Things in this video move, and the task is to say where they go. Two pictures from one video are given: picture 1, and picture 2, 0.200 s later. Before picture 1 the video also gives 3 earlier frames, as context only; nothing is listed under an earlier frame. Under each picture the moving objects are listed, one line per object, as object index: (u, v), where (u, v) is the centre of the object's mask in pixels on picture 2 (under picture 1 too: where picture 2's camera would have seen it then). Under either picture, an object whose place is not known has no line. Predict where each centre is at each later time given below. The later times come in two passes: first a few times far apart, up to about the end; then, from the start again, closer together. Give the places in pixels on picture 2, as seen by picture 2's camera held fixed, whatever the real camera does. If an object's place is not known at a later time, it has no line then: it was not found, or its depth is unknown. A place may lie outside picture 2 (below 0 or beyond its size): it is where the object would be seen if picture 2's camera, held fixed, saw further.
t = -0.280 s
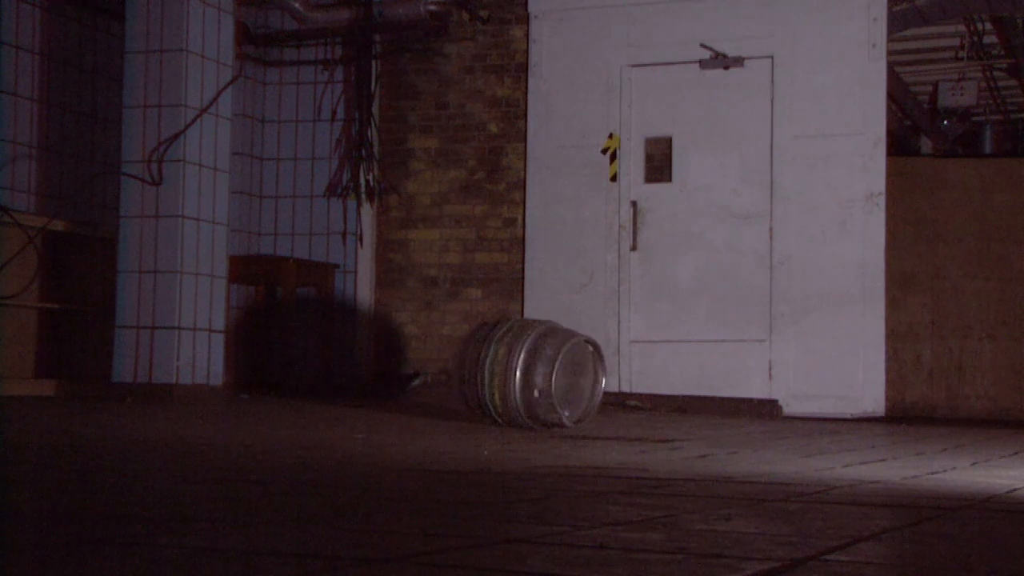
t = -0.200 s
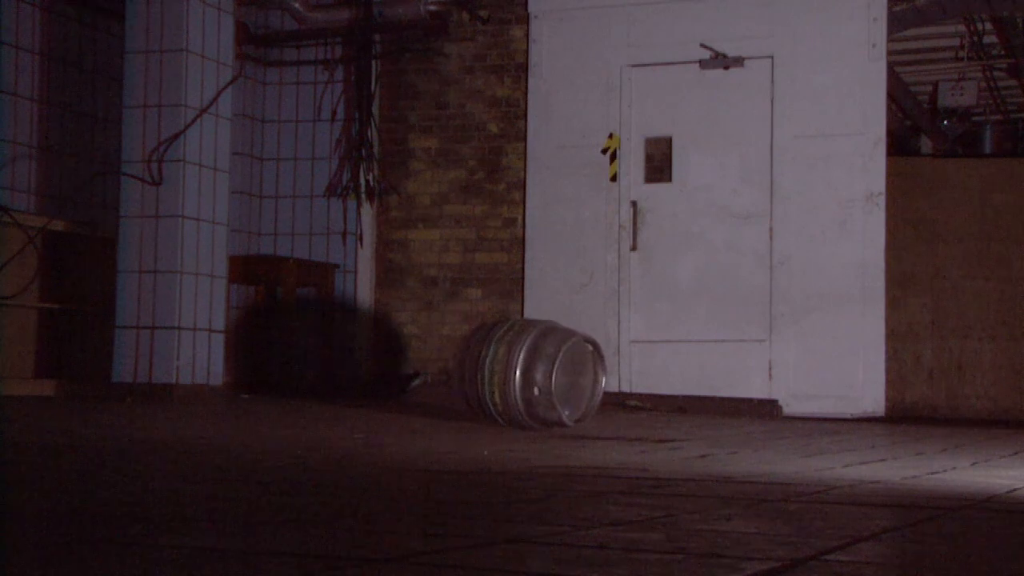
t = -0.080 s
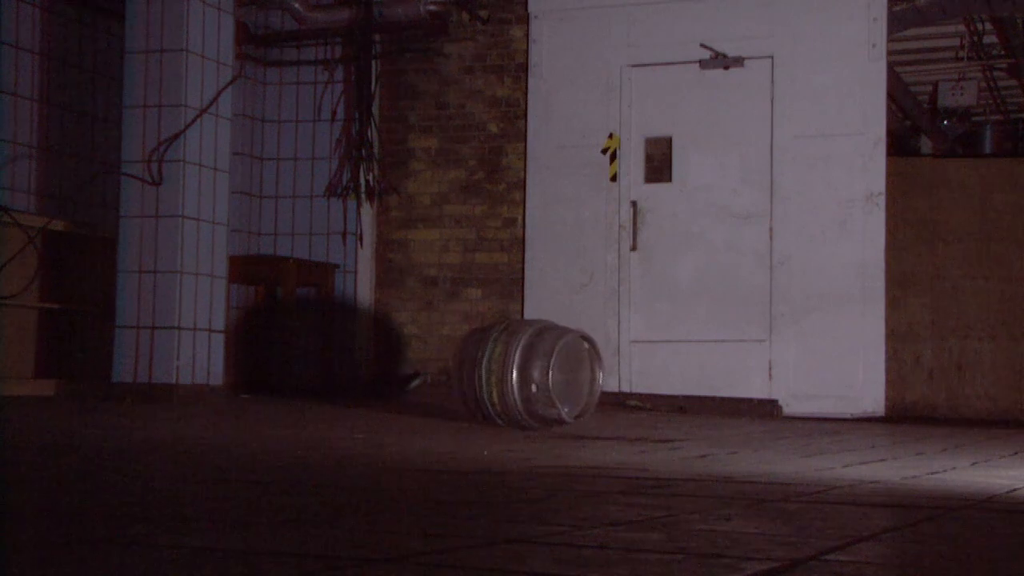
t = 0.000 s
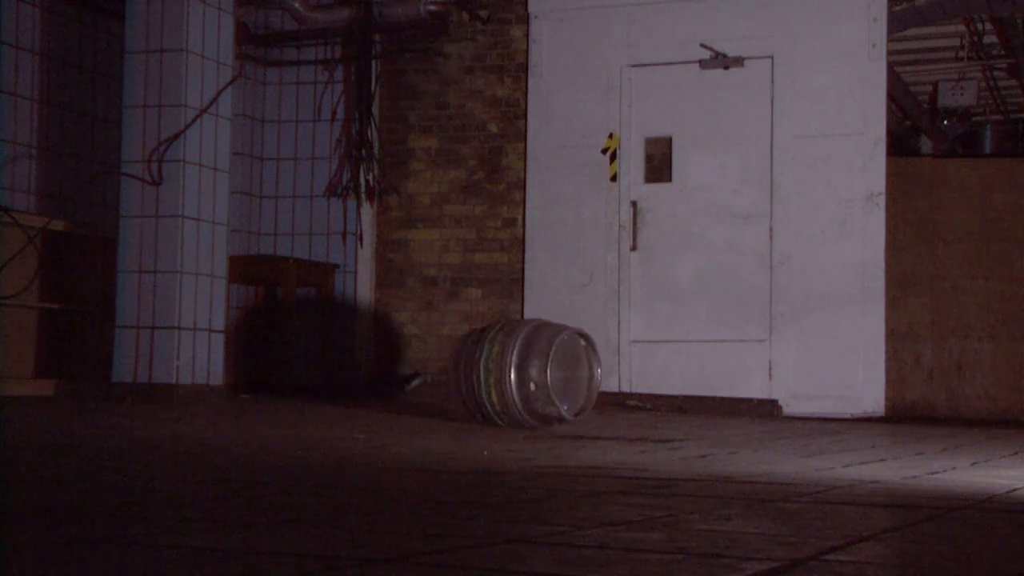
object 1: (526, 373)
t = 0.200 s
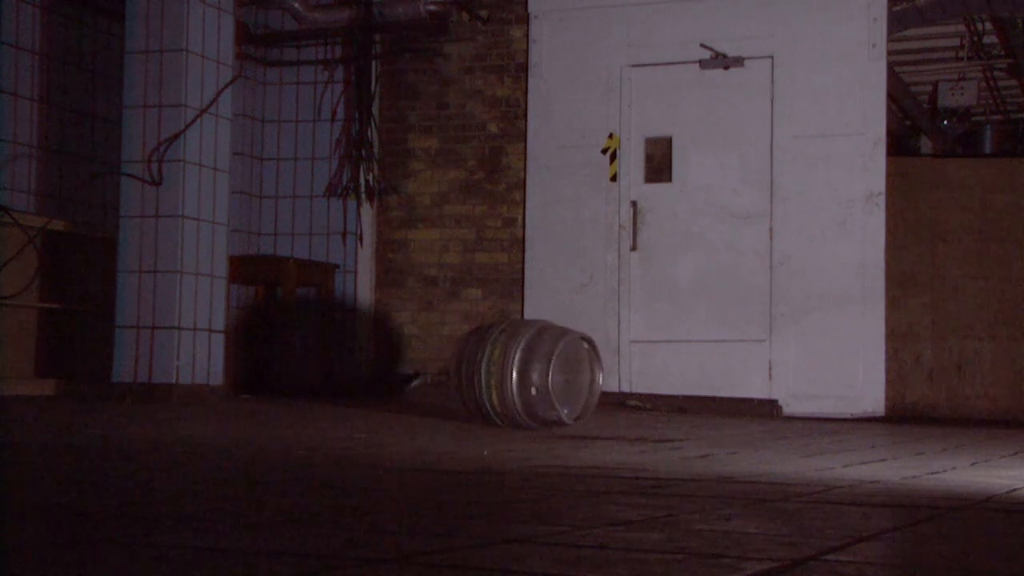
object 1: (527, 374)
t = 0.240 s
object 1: (529, 374)
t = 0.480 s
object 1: (526, 374)
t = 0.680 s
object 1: (519, 373)
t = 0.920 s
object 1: (516, 374)
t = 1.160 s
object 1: (512, 373)
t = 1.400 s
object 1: (511, 373)
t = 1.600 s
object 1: (511, 373)
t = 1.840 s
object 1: (511, 373)
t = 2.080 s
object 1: (515, 373)
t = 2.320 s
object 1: (519, 373)
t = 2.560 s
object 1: (525, 374)
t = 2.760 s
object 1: (527, 374)
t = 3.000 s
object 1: (530, 374)
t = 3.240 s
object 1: (530, 373)
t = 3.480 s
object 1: (533, 373)
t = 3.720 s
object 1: (536, 373)
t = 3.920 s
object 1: (540, 373)
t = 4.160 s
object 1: (542, 373)
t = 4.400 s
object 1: (550, 373)
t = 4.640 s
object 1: (557, 373)
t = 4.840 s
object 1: (566, 373)
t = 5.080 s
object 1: (573, 374)
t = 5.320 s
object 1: (588, 374)
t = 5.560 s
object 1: (601, 375)
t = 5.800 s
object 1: (615, 375)
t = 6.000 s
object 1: (623, 375)
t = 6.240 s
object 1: (635, 375)
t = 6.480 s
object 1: (640, 375)
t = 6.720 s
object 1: (637, 375)
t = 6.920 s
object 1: (638, 375)
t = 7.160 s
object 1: (633, 375)
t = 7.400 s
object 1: (622, 376)
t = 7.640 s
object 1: (611, 374)
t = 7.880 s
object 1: (601, 375)
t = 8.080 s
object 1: (589, 374)
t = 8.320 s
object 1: (585, 374)
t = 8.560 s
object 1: (571, 374)
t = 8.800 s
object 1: (569, 374)
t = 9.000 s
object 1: (566, 374)
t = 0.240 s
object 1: (529, 374)
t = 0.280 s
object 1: (530, 374)
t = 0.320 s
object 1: (529, 374)
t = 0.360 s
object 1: (529, 374)
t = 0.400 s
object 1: (529, 374)
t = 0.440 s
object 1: (527, 374)
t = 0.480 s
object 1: (526, 374)
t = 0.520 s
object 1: (525, 374)
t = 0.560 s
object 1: (524, 374)
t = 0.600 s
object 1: (522, 374)
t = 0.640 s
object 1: (520, 374)
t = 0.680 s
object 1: (519, 373)
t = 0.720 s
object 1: (518, 373)
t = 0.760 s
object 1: (517, 373)
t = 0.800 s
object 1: (517, 373)
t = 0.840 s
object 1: (517, 373)
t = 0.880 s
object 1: (517, 374)
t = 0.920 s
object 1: (516, 374)
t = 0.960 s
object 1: (516, 373)
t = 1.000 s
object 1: (515, 373)
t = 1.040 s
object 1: (515, 373)
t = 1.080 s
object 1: (515, 374)
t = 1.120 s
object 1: (513, 373)
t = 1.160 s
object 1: (512, 373)
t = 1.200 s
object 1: (512, 373)
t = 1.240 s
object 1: (511, 373)
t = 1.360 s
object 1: (510, 373)
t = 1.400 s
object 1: (511, 373)
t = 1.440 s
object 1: (511, 373)
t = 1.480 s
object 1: (512, 373)
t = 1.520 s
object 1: (512, 373)
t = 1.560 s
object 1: (512, 373)
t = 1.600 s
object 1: (511, 373)
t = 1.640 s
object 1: (512, 373)
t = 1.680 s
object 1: (511, 373)
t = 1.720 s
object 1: (511, 373)
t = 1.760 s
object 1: (510, 373)
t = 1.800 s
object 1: (510, 373)
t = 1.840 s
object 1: (511, 373)
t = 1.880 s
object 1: (512, 373)
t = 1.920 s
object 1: (513, 373)
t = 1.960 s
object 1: (514, 373)
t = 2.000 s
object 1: (515, 373)
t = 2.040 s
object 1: (515, 373)
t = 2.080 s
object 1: (515, 373)
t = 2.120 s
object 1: (515, 373)
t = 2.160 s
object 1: (516, 373)
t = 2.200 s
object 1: (516, 373)
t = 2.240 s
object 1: (516, 373)
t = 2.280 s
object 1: (517, 373)
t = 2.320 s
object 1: (519, 373)
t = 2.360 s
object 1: (521, 374)
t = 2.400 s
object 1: (522, 374)
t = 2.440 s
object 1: (523, 374)
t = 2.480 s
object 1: (524, 374)
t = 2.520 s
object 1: (525, 374)
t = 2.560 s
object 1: (525, 374)
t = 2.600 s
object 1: (525, 374)
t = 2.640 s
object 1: (526, 374)
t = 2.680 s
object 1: (526, 374)
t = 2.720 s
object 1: (526, 374)
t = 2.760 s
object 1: (527, 374)
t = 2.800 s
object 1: (527, 374)
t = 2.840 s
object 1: (528, 374)
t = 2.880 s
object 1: (528, 374)
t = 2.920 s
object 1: (529, 374)
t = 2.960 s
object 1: (529, 373)
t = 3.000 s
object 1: (530, 374)
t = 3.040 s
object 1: (531, 374)
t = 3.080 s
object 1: (531, 373)
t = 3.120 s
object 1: (531, 373)
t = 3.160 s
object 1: (530, 373)
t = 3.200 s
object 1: (530, 373)
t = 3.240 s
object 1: (530, 373)
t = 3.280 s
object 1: (531, 373)
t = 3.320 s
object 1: (532, 373)
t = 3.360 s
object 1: (532, 373)
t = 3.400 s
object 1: (532, 373)
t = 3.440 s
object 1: (532, 373)
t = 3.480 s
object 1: (533, 373)
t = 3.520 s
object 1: (534, 373)
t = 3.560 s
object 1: (534, 373)
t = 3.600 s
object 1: (535, 373)
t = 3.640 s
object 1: (535, 373)
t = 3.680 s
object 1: (535, 373)
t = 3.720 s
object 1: (536, 373)
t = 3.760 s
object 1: (536, 373)
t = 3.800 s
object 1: (537, 373)
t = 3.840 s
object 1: (538, 373)
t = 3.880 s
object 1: (539, 373)
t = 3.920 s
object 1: (540, 373)
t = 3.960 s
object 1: (540, 373)
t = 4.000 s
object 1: (540, 373)
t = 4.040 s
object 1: (541, 373)
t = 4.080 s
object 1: (542, 373)
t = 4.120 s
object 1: (543, 373)
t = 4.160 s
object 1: (542, 373)
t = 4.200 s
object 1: (543, 373)
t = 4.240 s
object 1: (545, 373)
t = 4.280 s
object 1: (546, 373)
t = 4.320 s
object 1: (547, 373)
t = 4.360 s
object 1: (548, 373)
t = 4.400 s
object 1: (550, 373)
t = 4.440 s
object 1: (551, 373)
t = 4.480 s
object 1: (552, 374)
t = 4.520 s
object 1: (552, 374)
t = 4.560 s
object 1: (552, 374)
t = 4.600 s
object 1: (554, 373)
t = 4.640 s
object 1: (557, 373)
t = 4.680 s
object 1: (559, 373)
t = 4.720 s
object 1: (560, 374)
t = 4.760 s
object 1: (562, 373)
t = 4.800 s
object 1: (565, 373)
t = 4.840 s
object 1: (566, 373)
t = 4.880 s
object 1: (567, 373)
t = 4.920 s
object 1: (567, 374)
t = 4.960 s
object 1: (568, 374)
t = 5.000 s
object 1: (569, 374)
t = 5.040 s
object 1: (570, 374)
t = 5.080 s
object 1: (573, 374)
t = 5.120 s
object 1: (579, 374)
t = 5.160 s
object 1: (580, 375)
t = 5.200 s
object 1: (582, 375)
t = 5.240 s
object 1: (584, 375)
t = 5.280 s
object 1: (586, 374)
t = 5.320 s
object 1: (588, 374)
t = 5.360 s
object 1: (591, 374)
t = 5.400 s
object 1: (593, 374)
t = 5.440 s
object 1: (595, 374)
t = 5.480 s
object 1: (597, 375)
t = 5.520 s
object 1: (599, 375)
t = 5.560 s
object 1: (601, 375)
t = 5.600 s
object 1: (603, 375)
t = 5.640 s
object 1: (605, 375)
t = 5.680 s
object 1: (609, 375)
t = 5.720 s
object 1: (611, 375)
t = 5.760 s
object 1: (613, 375)
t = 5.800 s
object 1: (615, 375)
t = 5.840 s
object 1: (616, 376)
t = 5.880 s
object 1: (617, 375)
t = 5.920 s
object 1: (619, 375)
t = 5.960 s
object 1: (621, 375)
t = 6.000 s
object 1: (623, 375)
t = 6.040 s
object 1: (625, 375)
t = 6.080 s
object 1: (626, 375)
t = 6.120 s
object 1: (629, 375)
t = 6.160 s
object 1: (631, 375)
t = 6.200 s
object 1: (633, 375)
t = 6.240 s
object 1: (635, 375)
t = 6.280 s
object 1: (637, 375)
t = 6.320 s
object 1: (638, 375)
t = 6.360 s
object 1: (640, 375)
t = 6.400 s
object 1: (640, 375)
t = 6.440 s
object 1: (640, 375)
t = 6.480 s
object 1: (640, 375)
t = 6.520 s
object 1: (640, 375)
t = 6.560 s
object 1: (639, 375)
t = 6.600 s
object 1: (638, 375)
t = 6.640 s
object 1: (638, 375)
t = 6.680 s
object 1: (637, 375)
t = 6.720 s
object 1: (637, 375)
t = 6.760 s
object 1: (637, 375)
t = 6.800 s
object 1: (637, 375)
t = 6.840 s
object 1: (637, 375)
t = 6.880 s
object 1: (637, 375)
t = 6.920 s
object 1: (638, 375)
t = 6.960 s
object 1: (638, 375)
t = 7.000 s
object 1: (638, 375)
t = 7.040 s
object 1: (637, 375)
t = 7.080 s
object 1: (637, 375)
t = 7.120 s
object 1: (635, 375)
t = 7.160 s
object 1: (633, 375)
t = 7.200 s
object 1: (630, 375)
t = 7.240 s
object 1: (628, 375)
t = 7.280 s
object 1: (626, 375)
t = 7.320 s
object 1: (624, 375)
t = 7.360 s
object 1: (623, 376)
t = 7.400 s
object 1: (622, 376)
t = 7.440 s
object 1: (621, 376)
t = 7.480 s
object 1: (619, 375)
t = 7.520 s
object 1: (617, 375)
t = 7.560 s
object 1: (615, 375)
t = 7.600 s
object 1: (613, 374)
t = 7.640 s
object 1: (611, 374)
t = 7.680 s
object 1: (609, 375)
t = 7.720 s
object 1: (607, 375)
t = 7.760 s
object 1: (606, 375)
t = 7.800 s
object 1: (604, 375)
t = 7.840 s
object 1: (603, 375)
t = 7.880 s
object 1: (601, 375)
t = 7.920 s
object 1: (599, 375)
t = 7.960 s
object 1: (596, 375)
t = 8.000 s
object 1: (593, 375)
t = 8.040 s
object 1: (591, 374)
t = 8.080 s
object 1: (589, 374)
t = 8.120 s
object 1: (587, 374)
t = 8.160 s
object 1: (585, 374)
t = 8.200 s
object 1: (584, 375)
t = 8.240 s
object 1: (585, 375)
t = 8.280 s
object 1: (584, 374)
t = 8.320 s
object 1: (585, 374)
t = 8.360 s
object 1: (584, 374)
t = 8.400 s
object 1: (581, 374)
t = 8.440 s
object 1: (578, 374)
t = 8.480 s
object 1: (576, 374)
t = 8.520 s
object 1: (573, 374)
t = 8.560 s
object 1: (571, 374)
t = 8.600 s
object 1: (570, 374)
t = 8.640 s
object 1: (570, 374)
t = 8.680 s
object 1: (569, 374)
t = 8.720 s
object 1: (569, 375)
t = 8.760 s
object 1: (569, 374)
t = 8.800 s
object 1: (569, 374)
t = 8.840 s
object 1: (569, 374)
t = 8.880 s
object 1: (568, 374)
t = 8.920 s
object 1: (567, 374)
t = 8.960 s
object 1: (566, 374)
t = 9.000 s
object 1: (566, 374)
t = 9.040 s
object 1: (567, 374)
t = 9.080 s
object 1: (567, 374)
